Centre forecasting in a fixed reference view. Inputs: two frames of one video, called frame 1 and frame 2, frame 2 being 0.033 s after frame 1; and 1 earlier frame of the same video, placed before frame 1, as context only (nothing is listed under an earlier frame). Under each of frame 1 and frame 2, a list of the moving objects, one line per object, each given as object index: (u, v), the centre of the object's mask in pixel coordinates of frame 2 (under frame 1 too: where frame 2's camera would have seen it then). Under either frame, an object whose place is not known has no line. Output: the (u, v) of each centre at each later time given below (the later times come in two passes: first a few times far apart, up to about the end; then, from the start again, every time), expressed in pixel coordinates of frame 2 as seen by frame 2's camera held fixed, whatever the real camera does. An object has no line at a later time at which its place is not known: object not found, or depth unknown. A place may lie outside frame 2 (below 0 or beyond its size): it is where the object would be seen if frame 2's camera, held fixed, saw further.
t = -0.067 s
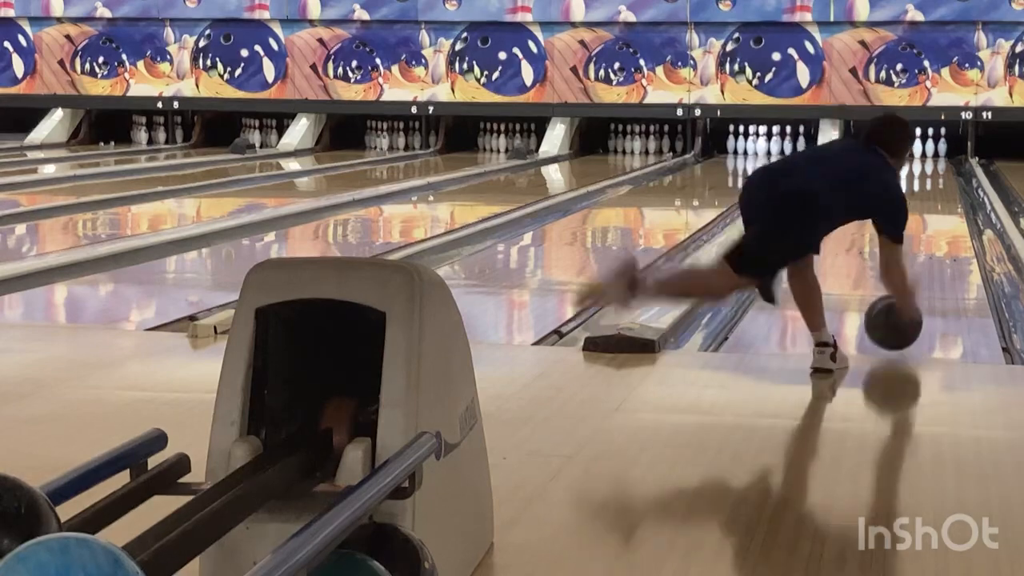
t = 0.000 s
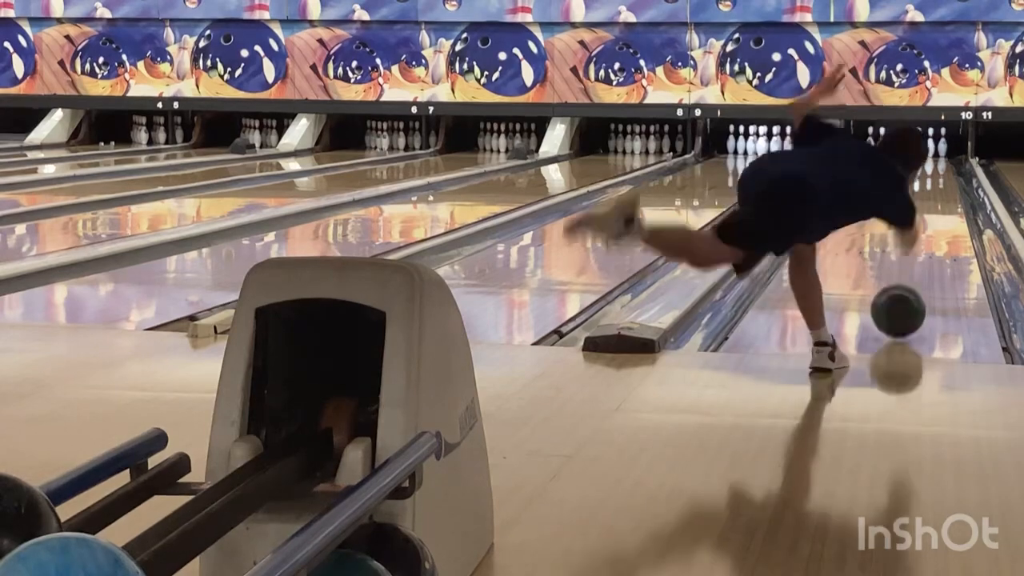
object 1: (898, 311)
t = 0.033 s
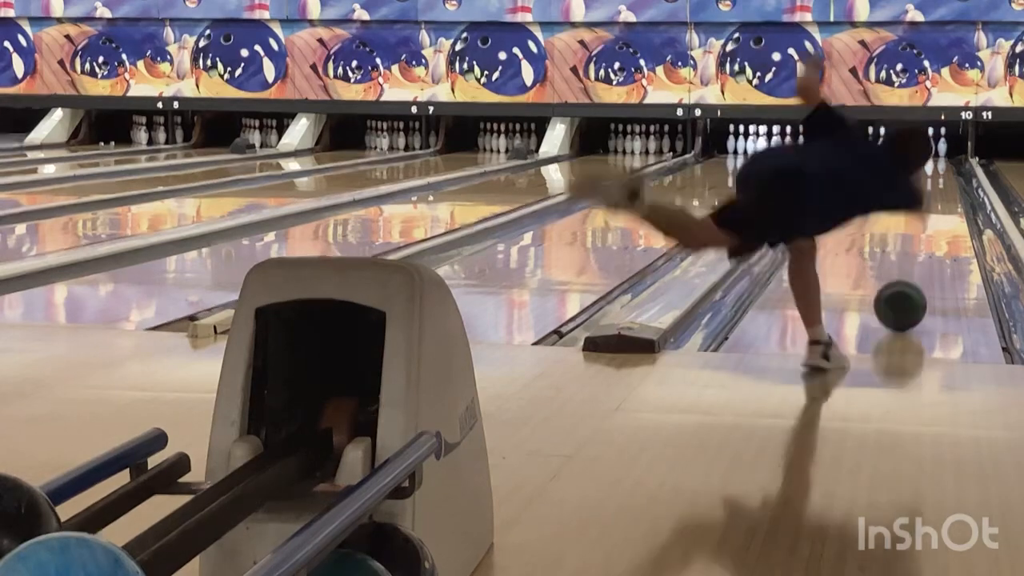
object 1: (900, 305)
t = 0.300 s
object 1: (913, 264)
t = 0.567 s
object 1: (921, 234)
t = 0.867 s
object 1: (927, 210)
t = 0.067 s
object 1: (902, 298)
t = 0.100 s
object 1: (904, 294)
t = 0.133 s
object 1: (905, 288)
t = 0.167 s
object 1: (907, 283)
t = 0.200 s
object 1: (909, 278)
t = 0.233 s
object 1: (910, 273)
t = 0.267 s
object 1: (912, 268)
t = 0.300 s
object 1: (913, 264)
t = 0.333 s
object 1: (914, 260)
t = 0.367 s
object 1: (915, 256)
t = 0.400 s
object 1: (916, 252)
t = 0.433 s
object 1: (917, 248)
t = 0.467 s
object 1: (918, 244)
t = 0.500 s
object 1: (919, 241)
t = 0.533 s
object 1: (920, 237)
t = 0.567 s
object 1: (921, 234)
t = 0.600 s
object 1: (922, 231)
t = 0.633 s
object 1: (922, 228)
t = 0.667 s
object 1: (923, 225)
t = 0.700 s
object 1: (924, 222)
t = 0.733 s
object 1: (925, 220)
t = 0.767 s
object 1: (925, 217)
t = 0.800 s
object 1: (926, 215)
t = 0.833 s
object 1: (926, 213)
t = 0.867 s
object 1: (927, 210)
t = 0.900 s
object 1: (927, 208)
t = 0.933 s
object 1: (928, 206)
